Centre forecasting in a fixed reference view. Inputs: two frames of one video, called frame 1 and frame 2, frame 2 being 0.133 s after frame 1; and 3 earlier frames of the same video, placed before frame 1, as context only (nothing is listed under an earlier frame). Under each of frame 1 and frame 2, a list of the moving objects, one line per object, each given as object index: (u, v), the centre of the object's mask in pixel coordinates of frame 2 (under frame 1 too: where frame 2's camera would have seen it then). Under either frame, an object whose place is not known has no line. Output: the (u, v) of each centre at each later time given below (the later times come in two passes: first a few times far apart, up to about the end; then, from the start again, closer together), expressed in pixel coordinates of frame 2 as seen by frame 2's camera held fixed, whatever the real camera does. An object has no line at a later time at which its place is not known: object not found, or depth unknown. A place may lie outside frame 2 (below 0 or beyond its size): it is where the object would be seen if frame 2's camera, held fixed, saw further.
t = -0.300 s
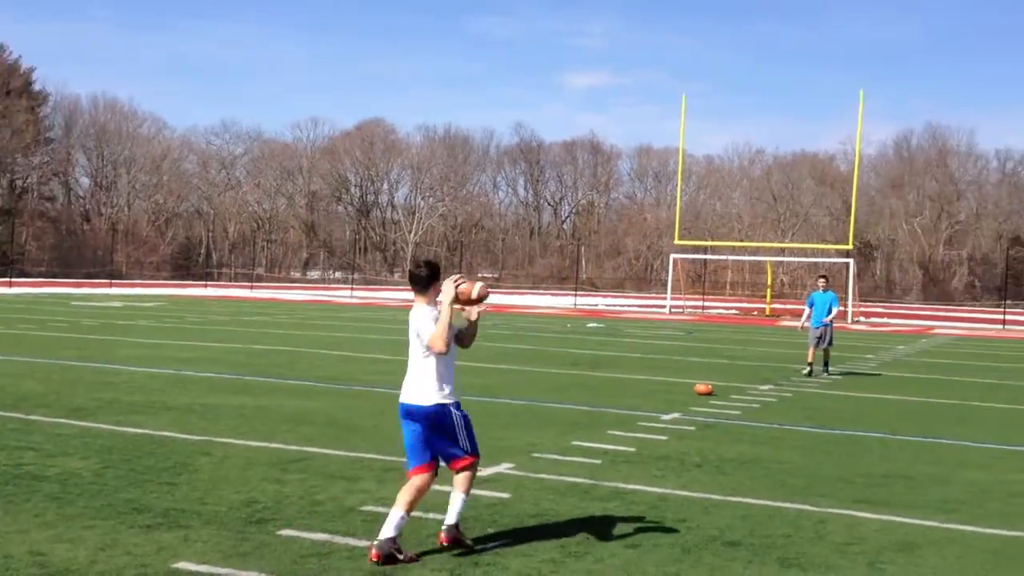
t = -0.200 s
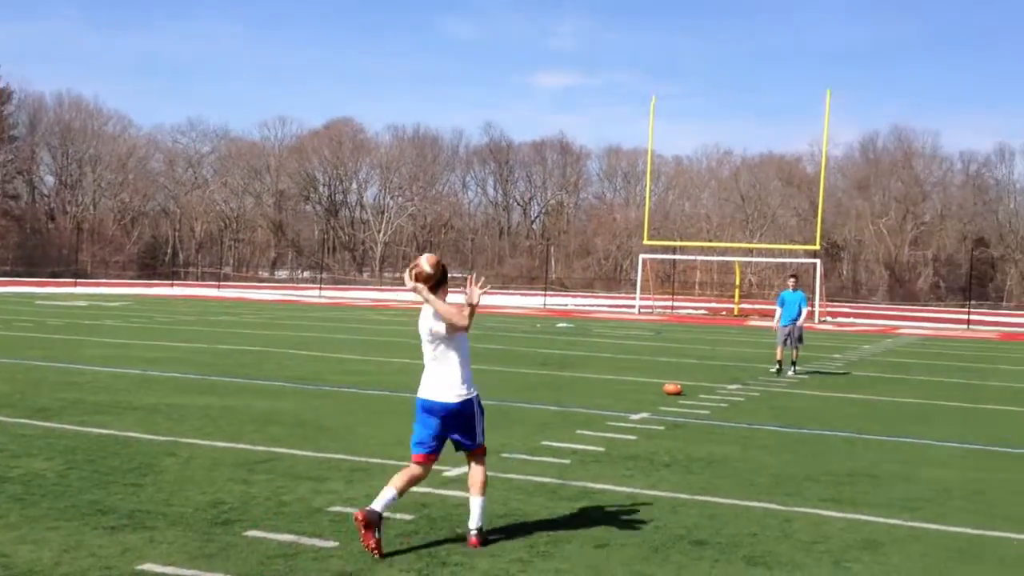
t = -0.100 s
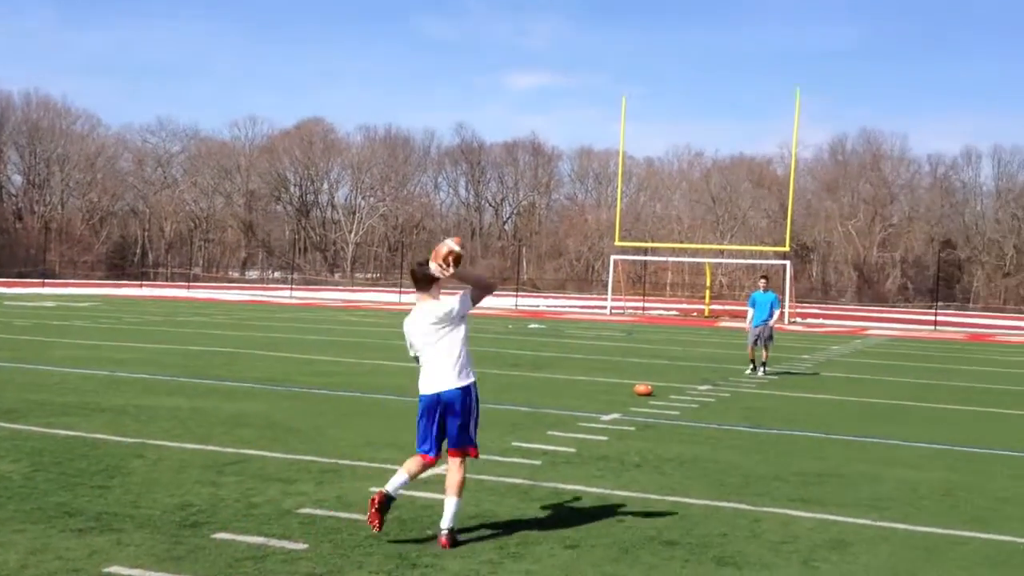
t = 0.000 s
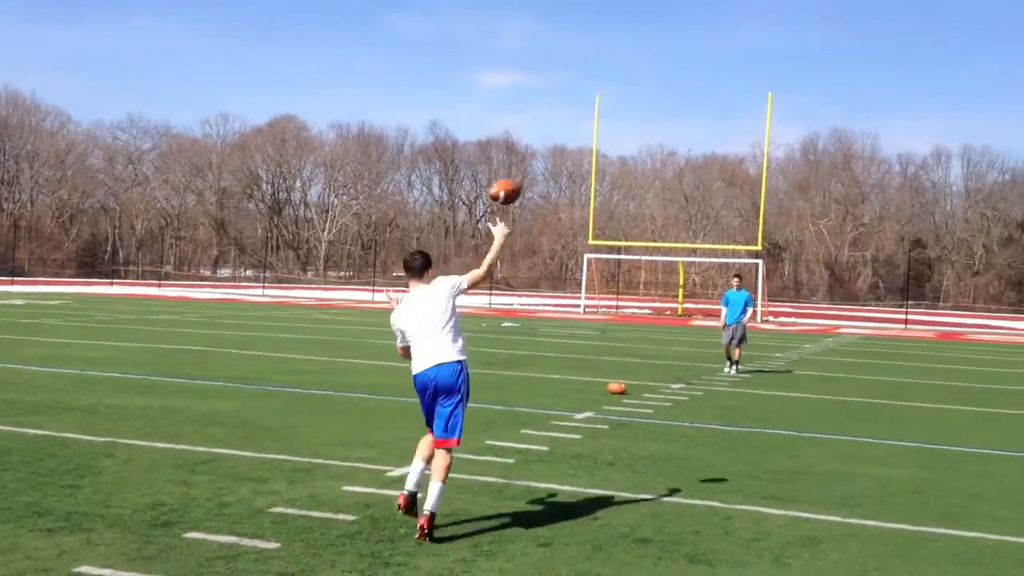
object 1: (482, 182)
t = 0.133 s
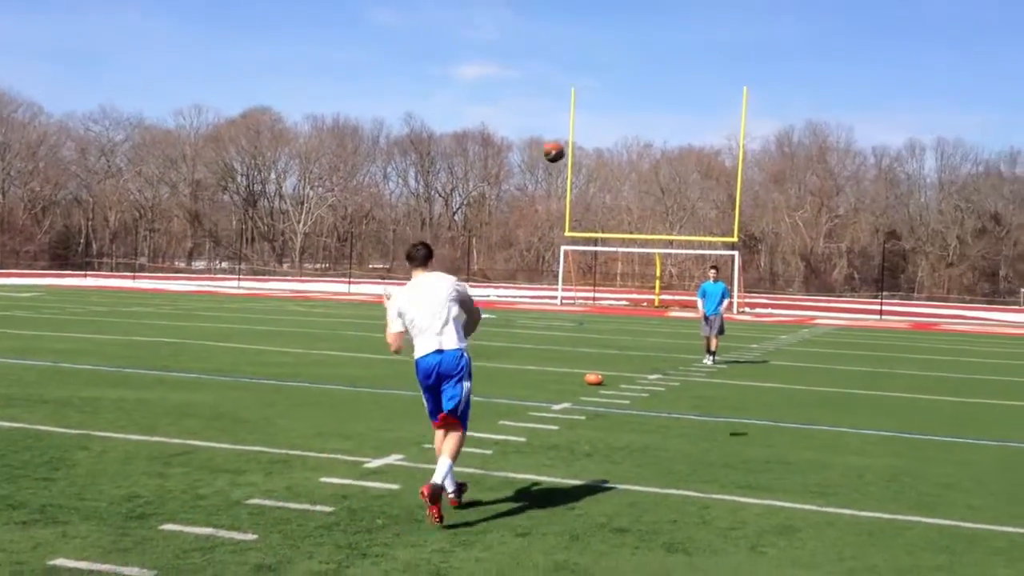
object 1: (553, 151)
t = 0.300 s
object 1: (612, 149)
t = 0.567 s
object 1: (671, 187)
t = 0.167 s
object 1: (567, 149)
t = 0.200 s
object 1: (579, 148)
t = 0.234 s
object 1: (590, 147)
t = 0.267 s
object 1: (602, 147)
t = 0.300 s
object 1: (612, 149)
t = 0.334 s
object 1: (621, 151)
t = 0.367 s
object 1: (629, 155)
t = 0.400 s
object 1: (638, 159)
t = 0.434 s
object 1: (646, 164)
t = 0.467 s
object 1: (652, 168)
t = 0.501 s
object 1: (659, 175)
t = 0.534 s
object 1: (666, 181)
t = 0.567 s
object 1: (671, 187)
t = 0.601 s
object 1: (677, 194)
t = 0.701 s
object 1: (687, 209)
